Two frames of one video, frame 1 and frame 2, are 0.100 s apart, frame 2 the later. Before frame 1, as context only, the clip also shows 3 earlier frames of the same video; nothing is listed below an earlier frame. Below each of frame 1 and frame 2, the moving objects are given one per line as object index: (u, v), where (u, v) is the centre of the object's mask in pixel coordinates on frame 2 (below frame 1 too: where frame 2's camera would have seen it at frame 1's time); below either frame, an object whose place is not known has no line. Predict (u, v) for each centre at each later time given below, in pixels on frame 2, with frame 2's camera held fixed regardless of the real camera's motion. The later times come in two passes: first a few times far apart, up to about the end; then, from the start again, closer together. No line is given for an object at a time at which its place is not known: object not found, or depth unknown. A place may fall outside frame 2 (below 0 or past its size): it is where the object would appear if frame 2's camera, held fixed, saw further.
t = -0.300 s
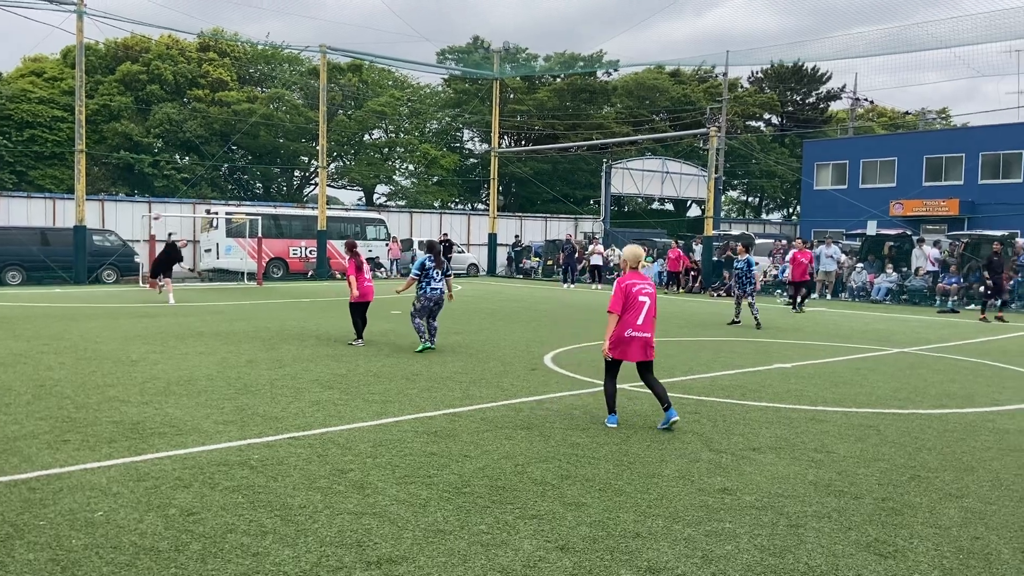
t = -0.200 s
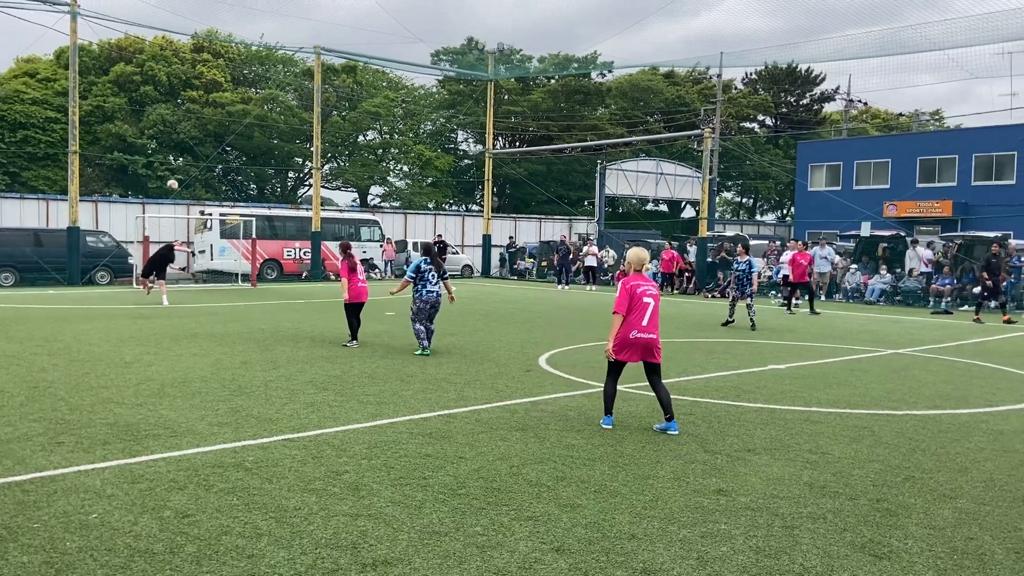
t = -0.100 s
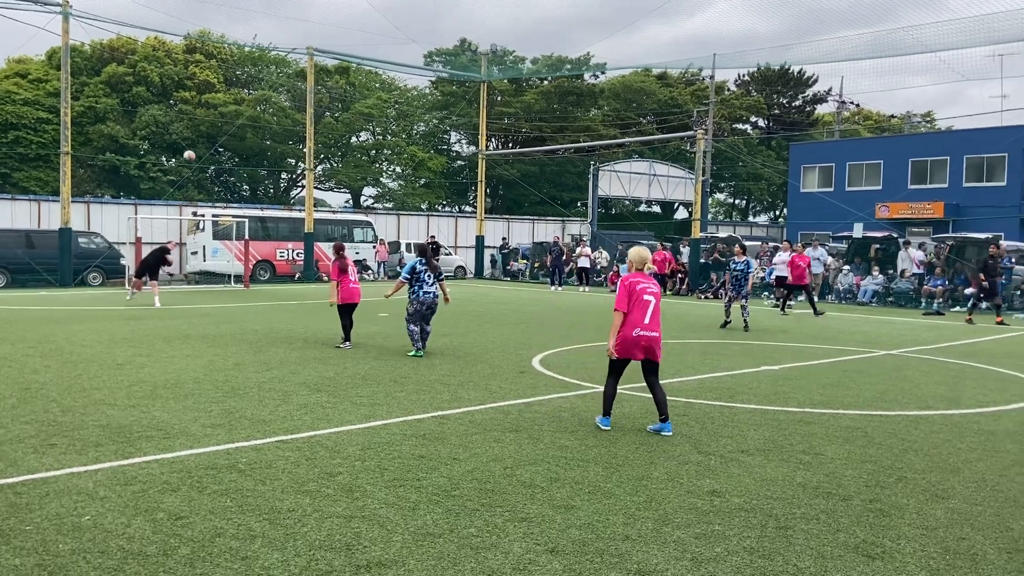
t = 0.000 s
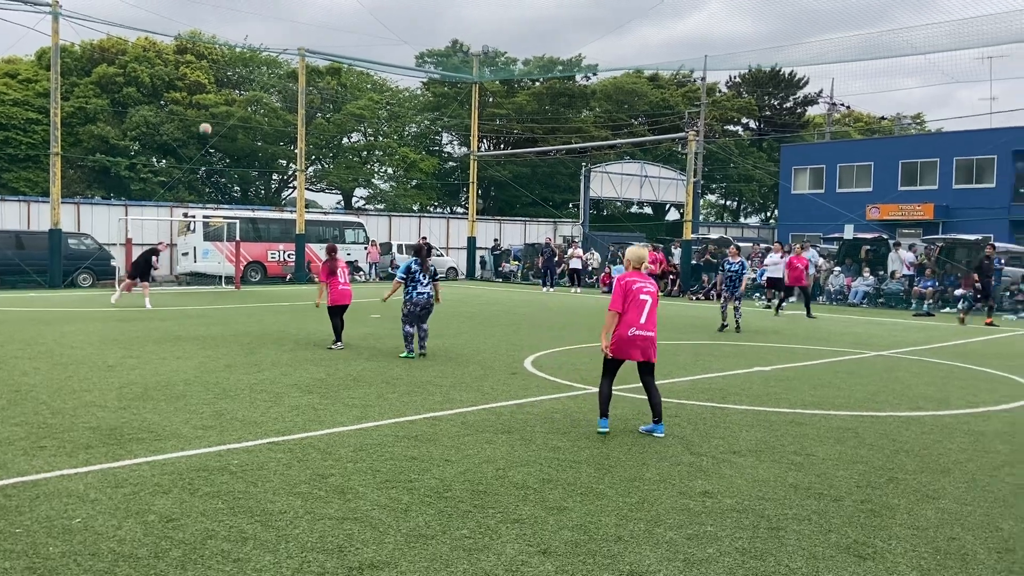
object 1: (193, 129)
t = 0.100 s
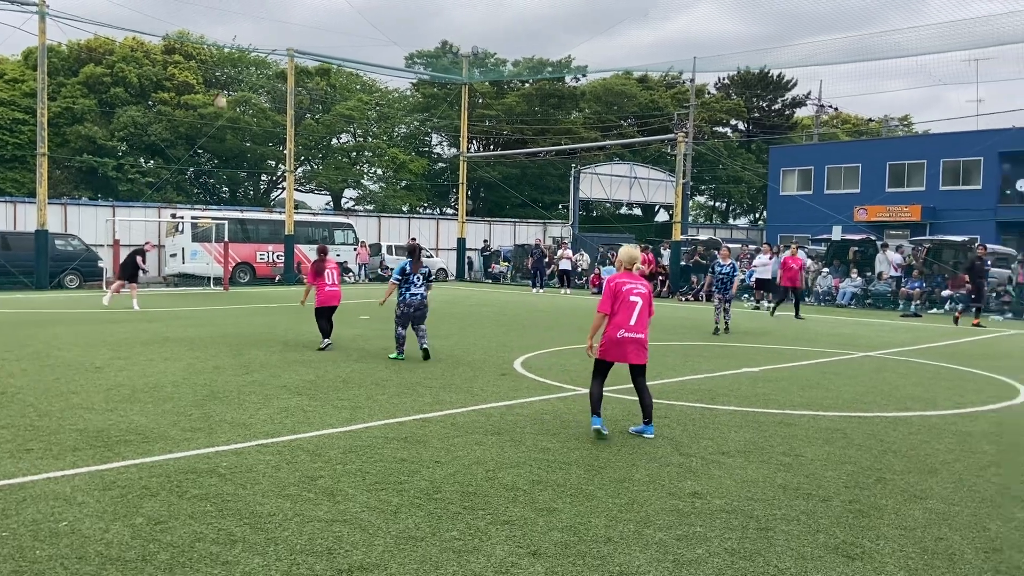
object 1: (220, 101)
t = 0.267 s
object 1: (272, 66)
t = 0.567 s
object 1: (386, 34)
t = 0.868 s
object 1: (561, 75)
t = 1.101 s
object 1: (791, 224)
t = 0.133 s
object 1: (230, 96)
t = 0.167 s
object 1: (240, 88)
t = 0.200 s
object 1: (250, 80)
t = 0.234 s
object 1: (261, 72)
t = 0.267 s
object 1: (272, 66)
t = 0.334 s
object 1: (294, 56)
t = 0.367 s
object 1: (306, 52)
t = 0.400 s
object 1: (317, 47)
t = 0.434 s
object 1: (329, 43)
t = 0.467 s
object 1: (344, 40)
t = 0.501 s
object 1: (357, 37)
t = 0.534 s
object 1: (371, 34)
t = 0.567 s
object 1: (386, 34)
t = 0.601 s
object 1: (402, 34)
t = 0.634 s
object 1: (419, 35)
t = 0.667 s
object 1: (436, 36)
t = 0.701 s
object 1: (454, 39)
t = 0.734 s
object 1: (473, 44)
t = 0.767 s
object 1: (494, 49)
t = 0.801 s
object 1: (515, 56)
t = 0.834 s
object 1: (537, 64)
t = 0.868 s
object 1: (561, 75)
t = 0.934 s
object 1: (615, 103)
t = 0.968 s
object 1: (643, 119)
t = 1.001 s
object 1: (675, 140)
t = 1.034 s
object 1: (711, 165)
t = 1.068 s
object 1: (750, 193)
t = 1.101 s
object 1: (791, 224)
